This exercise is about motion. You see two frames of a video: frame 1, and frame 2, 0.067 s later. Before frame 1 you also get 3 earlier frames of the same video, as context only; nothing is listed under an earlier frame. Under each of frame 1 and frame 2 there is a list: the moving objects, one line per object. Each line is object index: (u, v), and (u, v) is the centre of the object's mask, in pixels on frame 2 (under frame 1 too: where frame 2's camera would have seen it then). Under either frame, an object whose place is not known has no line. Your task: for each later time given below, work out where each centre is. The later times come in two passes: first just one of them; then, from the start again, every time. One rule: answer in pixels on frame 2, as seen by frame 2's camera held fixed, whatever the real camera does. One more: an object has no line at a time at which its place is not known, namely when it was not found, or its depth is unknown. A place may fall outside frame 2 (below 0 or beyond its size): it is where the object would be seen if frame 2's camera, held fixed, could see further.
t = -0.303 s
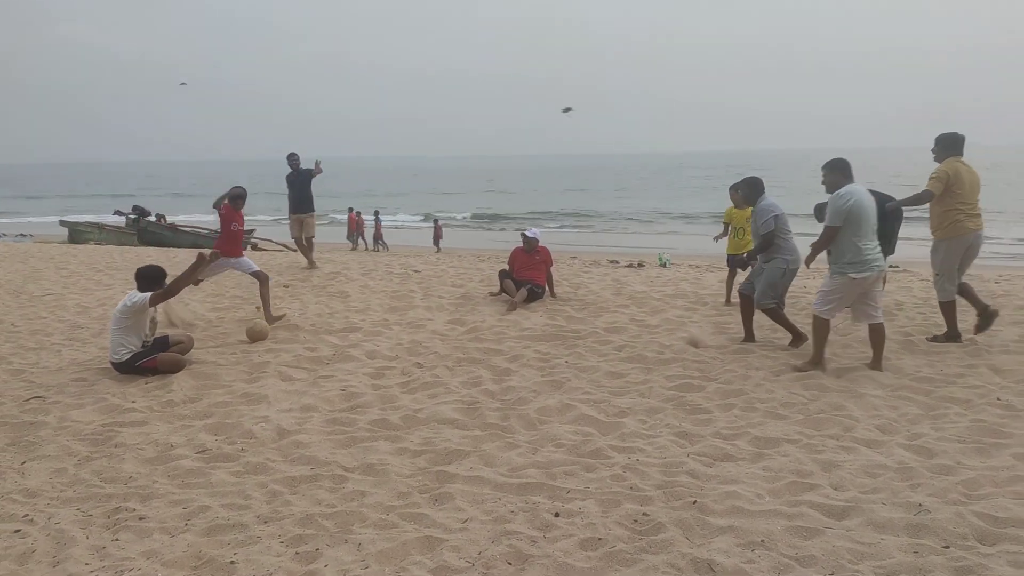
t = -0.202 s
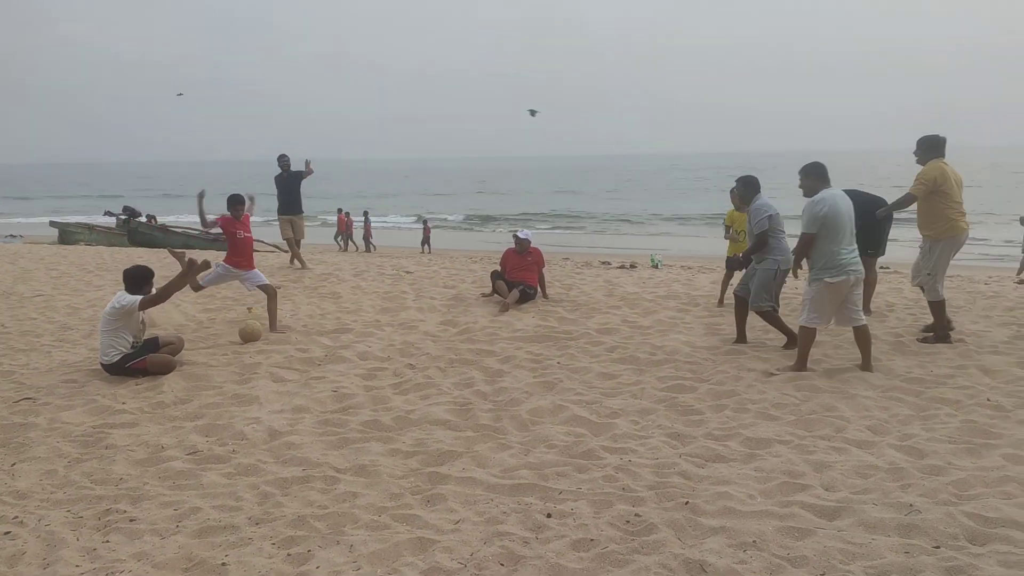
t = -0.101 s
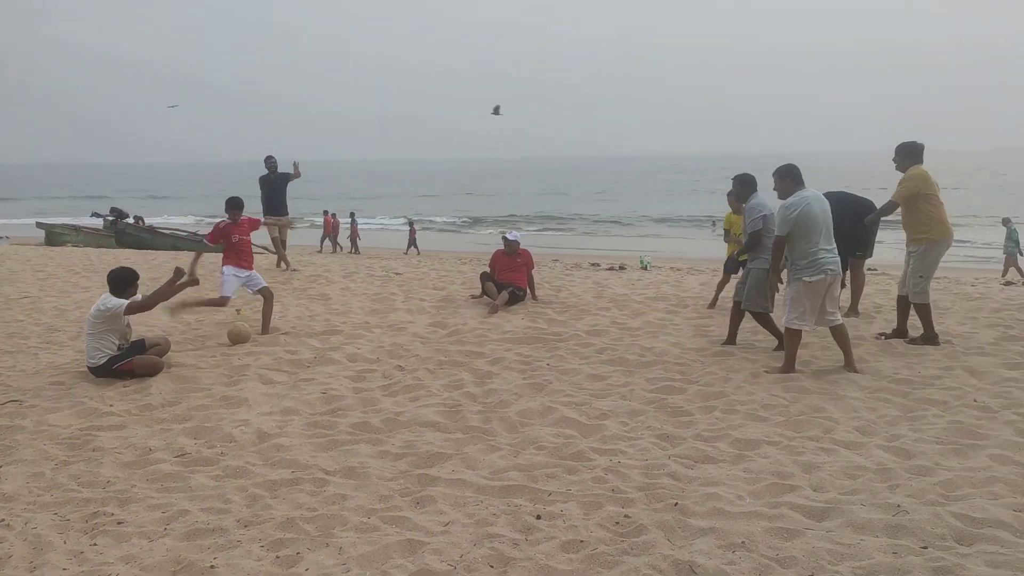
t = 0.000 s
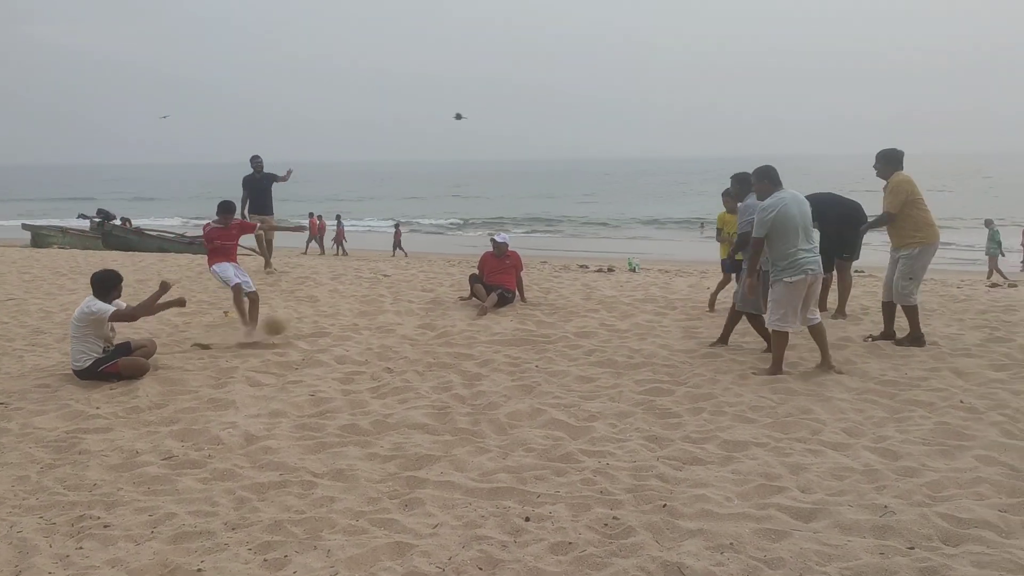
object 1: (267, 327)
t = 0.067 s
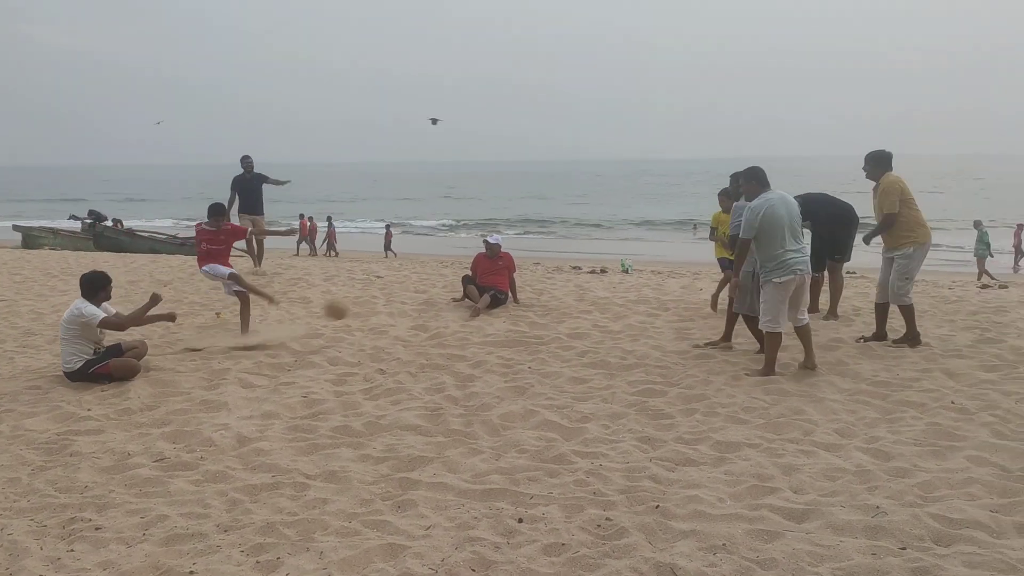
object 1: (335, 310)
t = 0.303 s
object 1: (593, 290)
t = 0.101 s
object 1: (371, 303)
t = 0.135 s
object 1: (406, 297)
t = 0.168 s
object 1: (442, 293)
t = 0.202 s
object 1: (479, 289)
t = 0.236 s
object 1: (519, 288)
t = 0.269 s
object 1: (554, 289)
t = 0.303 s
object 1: (593, 290)
